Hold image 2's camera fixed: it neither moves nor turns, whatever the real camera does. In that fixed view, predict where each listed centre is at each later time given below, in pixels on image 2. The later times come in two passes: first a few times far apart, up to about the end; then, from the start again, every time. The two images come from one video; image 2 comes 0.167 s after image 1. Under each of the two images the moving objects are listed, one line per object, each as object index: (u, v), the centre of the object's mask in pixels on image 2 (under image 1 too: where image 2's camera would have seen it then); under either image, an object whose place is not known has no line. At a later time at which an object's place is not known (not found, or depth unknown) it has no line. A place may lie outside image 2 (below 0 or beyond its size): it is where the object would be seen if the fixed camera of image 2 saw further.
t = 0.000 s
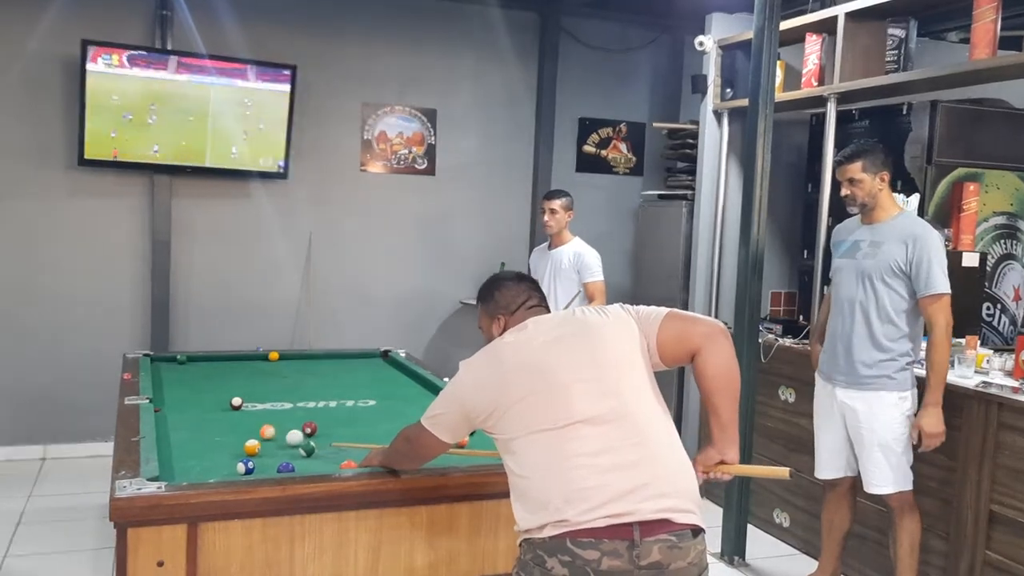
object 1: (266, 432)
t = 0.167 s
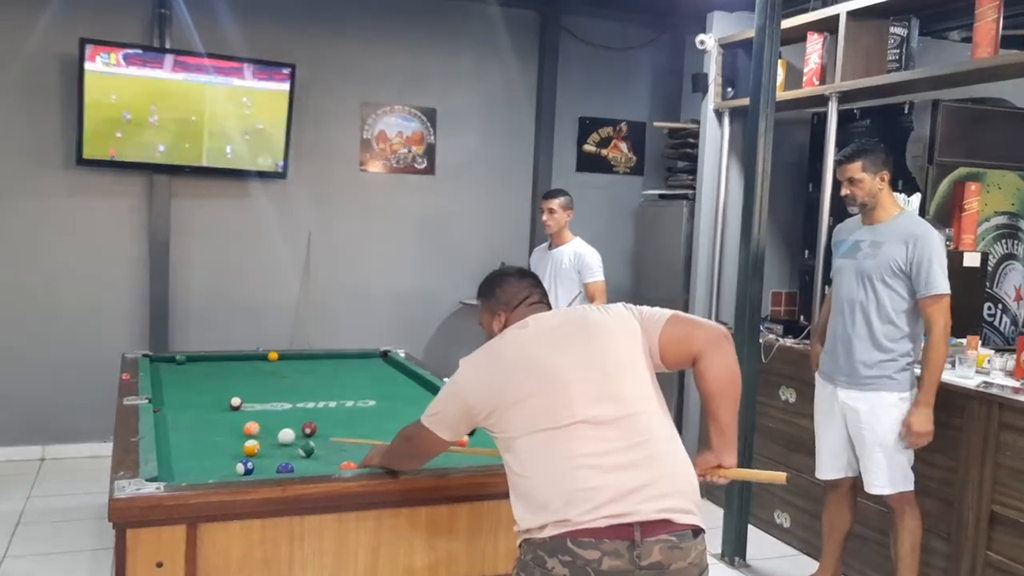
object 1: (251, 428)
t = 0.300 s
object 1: (240, 425)
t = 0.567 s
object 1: (219, 420)
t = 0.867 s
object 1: (198, 414)
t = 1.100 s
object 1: (184, 410)
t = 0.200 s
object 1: (249, 427)
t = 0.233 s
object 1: (246, 427)
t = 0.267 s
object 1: (243, 426)
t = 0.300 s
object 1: (240, 425)
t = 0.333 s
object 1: (237, 424)
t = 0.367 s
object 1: (235, 424)
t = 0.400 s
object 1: (232, 423)
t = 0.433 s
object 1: (229, 423)
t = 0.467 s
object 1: (227, 422)
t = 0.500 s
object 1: (224, 421)
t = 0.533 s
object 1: (222, 420)
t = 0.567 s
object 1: (219, 420)
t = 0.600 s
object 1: (217, 419)
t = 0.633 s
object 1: (214, 419)
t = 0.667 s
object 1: (212, 418)
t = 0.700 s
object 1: (209, 418)
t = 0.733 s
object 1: (207, 417)
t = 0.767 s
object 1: (205, 416)
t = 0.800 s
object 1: (203, 415)
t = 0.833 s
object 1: (200, 415)
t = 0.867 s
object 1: (198, 414)
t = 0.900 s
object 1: (196, 414)
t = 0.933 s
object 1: (194, 413)
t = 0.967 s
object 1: (192, 413)
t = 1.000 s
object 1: (190, 412)
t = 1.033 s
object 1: (188, 411)
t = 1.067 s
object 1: (186, 411)
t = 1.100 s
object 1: (184, 410)
